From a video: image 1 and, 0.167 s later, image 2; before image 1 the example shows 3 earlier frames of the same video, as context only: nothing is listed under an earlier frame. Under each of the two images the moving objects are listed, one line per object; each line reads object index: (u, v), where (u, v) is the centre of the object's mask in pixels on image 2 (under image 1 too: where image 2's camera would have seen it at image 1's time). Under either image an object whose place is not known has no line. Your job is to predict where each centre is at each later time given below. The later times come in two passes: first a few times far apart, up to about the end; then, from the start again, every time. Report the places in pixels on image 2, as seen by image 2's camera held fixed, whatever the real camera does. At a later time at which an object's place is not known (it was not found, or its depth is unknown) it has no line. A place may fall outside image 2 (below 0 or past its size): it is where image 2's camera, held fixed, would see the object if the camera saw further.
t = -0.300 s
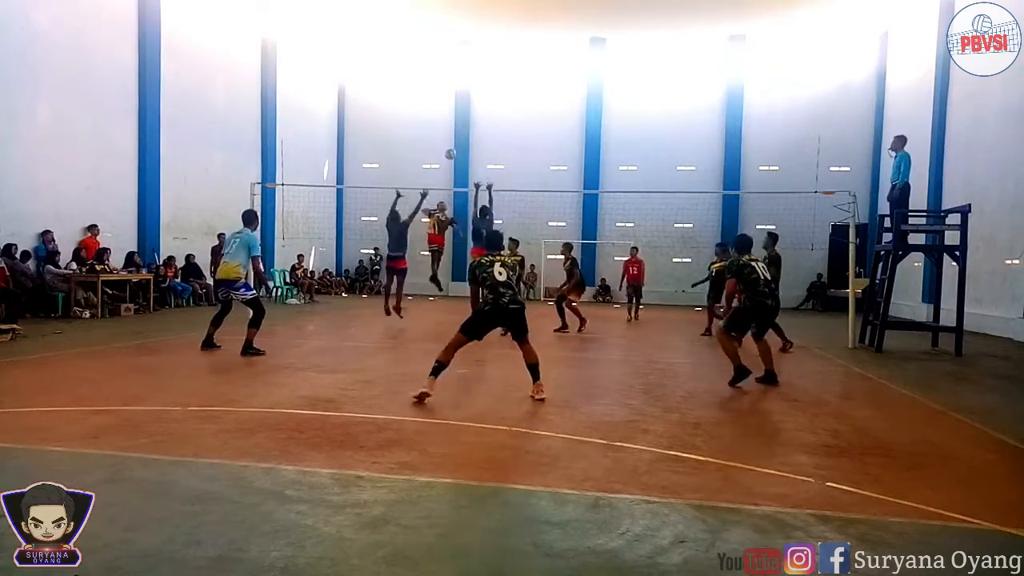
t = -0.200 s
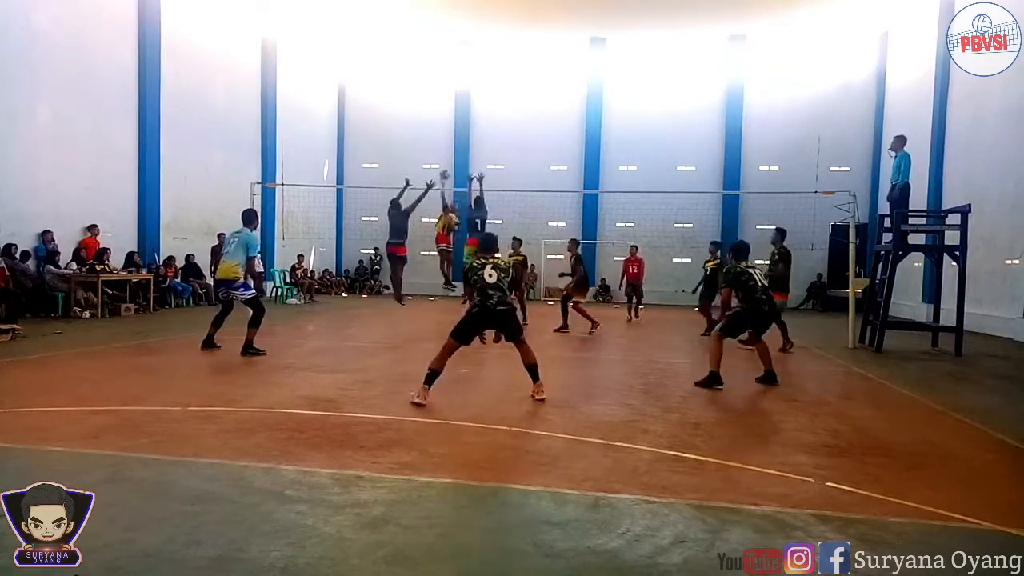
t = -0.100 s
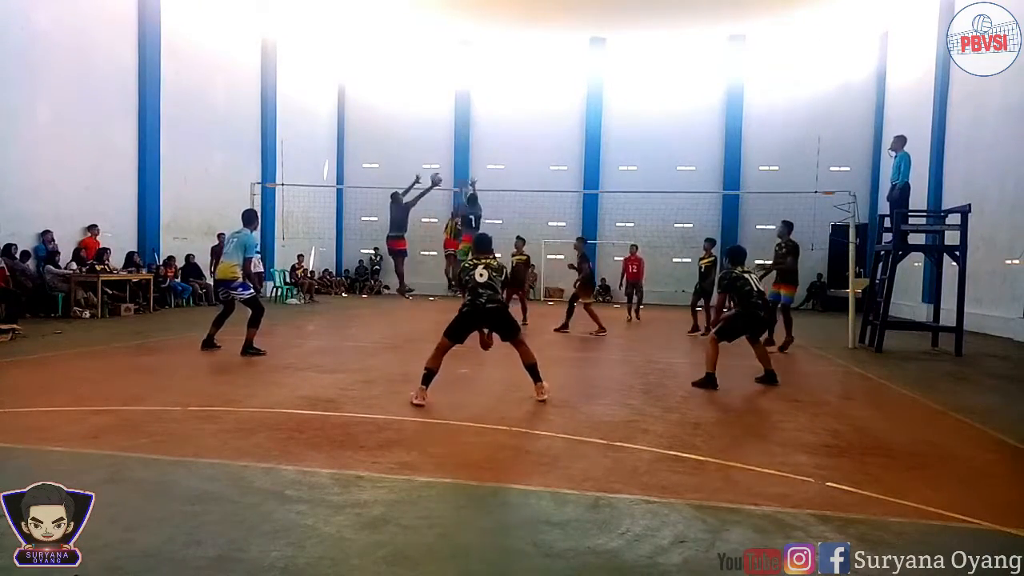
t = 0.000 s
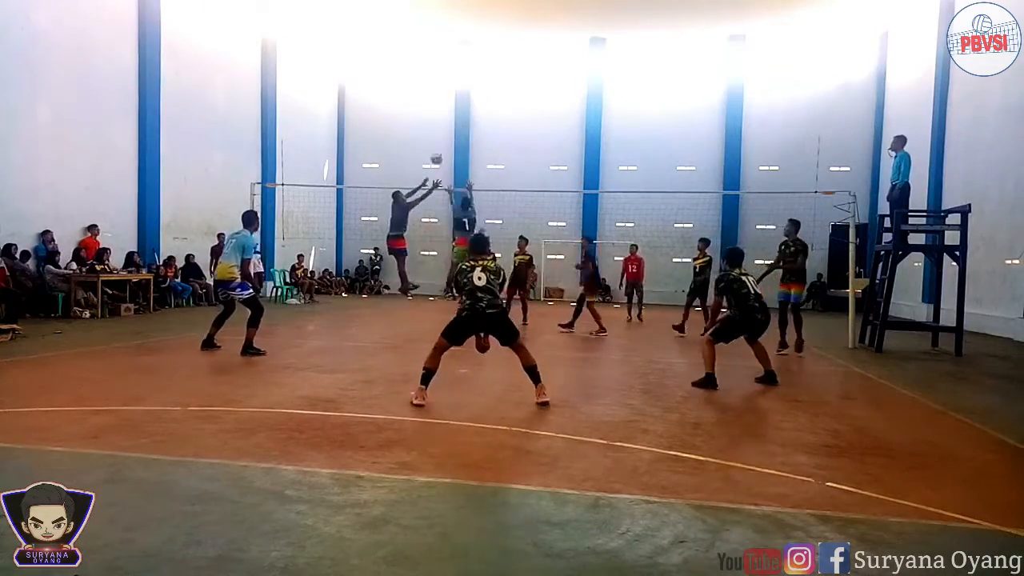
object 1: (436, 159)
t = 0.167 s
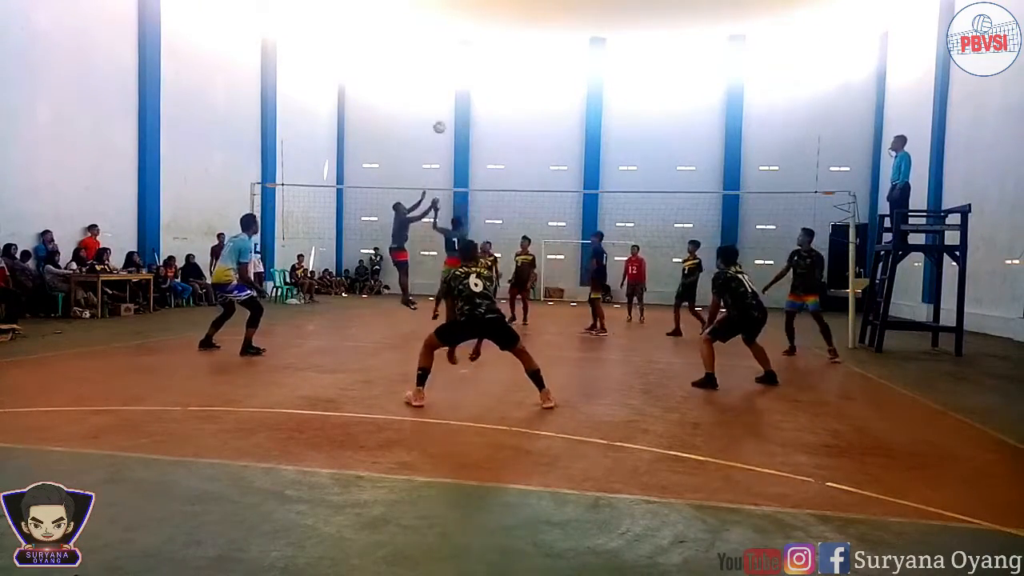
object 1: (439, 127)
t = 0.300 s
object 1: (441, 112)
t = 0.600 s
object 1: (445, 123)
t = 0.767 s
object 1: (447, 159)
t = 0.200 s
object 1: (439, 122)
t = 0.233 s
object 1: (440, 118)
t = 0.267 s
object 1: (441, 115)
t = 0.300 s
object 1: (441, 112)
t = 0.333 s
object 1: (441, 111)
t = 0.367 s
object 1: (441, 111)
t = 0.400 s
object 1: (442, 110)
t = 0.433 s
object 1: (442, 110)
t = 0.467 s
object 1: (443, 111)
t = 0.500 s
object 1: (444, 112)
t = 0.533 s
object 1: (444, 115)
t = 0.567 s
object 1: (444, 119)
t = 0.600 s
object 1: (445, 123)
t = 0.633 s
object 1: (445, 129)
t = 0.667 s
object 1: (446, 135)
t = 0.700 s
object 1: (446, 142)
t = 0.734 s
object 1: (447, 150)
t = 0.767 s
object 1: (447, 159)
